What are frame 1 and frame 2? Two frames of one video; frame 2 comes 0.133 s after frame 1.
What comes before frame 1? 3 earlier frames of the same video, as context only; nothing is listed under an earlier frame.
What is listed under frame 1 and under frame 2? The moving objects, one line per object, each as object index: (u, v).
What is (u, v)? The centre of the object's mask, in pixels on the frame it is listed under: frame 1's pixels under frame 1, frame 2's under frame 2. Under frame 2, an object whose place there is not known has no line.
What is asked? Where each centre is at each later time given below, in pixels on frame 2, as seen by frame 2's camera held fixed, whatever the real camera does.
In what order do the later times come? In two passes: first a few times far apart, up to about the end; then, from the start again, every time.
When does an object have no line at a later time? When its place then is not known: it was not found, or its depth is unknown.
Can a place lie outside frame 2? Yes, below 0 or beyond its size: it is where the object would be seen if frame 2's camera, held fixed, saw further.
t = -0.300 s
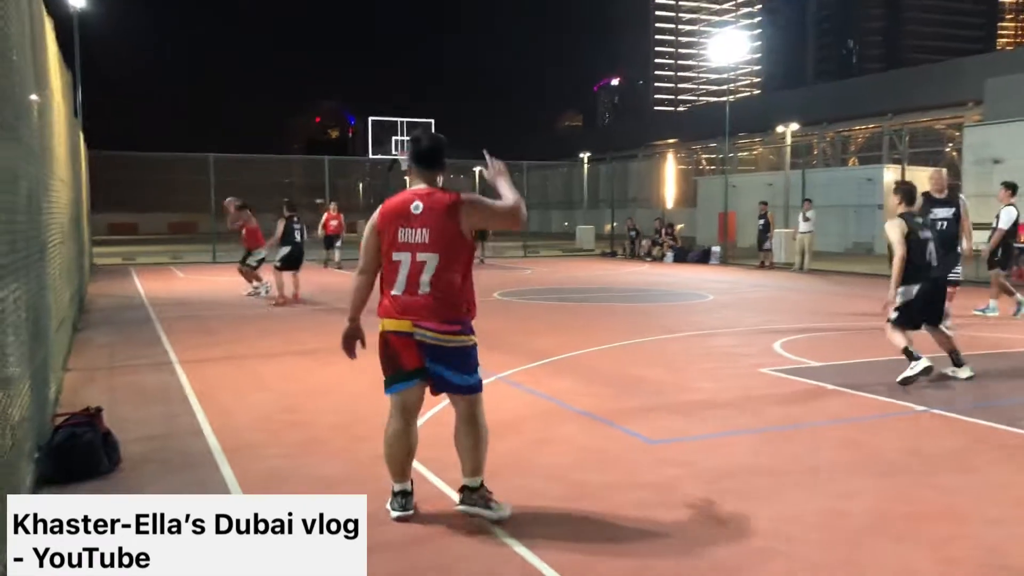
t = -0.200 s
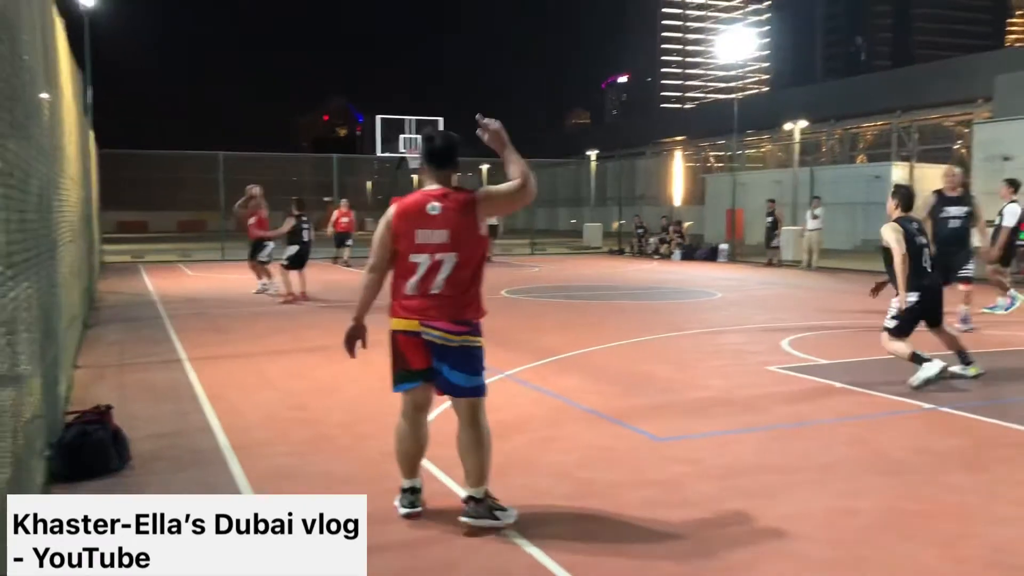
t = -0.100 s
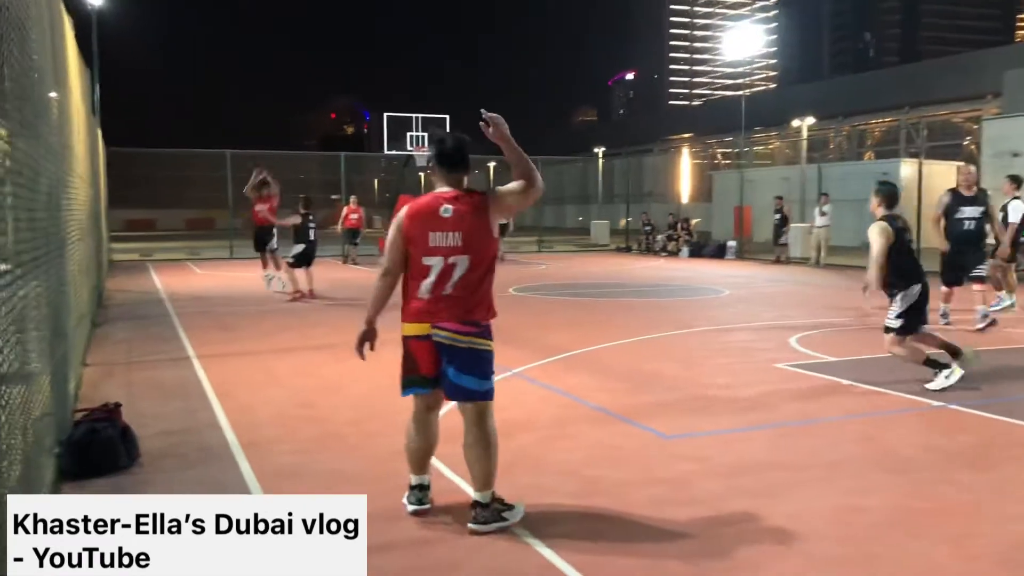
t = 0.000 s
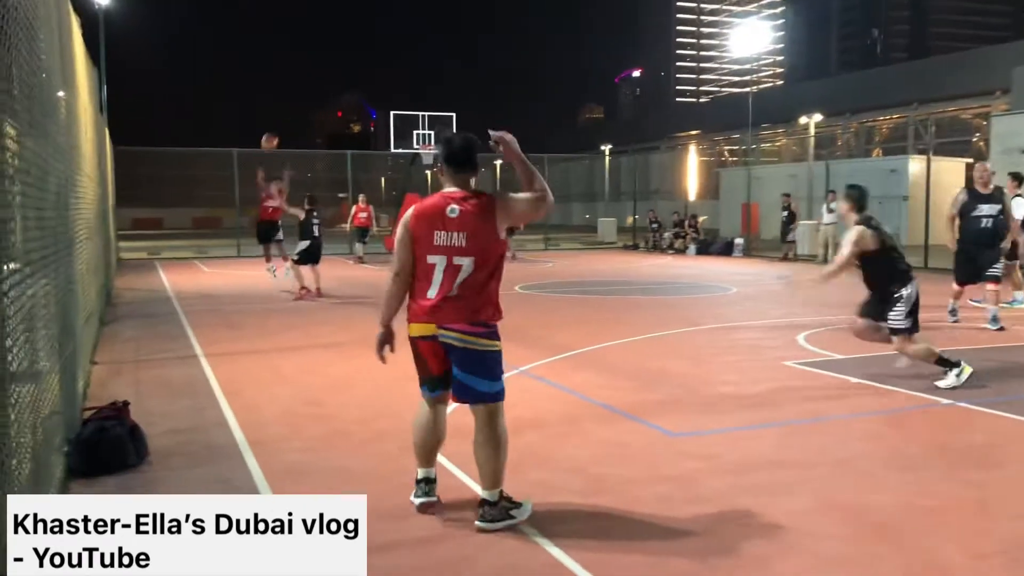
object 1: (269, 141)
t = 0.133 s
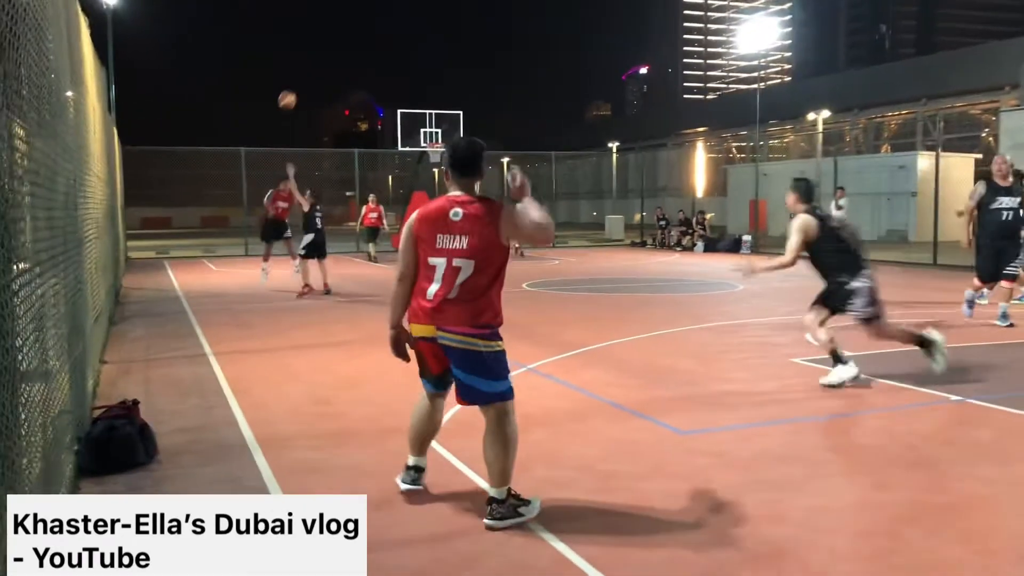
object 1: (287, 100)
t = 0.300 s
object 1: (304, 57)
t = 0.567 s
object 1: (344, 15)
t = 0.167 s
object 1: (290, 90)
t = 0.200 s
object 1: (293, 81)
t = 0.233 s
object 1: (297, 72)
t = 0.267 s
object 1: (300, 64)
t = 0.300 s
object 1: (304, 57)
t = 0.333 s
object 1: (308, 49)
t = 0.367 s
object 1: (312, 42)
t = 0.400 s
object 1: (317, 36)
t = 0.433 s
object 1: (321, 30)
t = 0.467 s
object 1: (326, 25)
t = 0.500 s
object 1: (332, 20)
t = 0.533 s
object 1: (339, 17)
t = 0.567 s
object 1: (344, 15)
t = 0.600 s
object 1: (351, 15)
